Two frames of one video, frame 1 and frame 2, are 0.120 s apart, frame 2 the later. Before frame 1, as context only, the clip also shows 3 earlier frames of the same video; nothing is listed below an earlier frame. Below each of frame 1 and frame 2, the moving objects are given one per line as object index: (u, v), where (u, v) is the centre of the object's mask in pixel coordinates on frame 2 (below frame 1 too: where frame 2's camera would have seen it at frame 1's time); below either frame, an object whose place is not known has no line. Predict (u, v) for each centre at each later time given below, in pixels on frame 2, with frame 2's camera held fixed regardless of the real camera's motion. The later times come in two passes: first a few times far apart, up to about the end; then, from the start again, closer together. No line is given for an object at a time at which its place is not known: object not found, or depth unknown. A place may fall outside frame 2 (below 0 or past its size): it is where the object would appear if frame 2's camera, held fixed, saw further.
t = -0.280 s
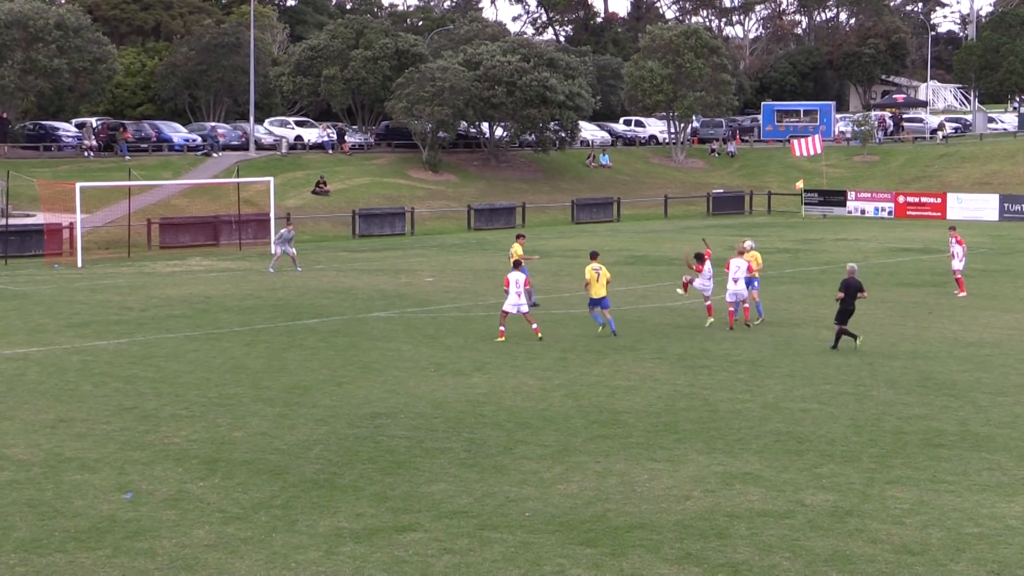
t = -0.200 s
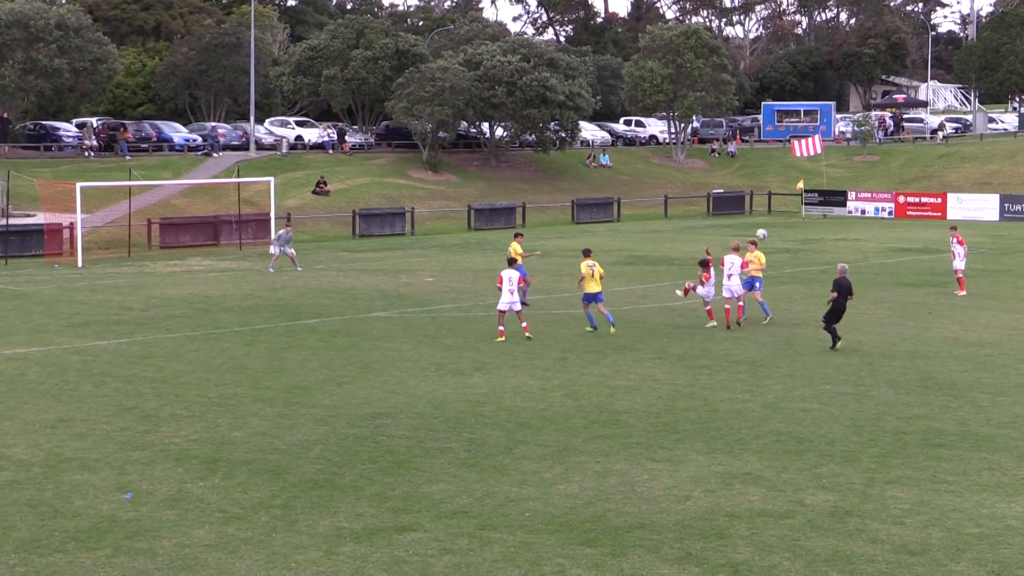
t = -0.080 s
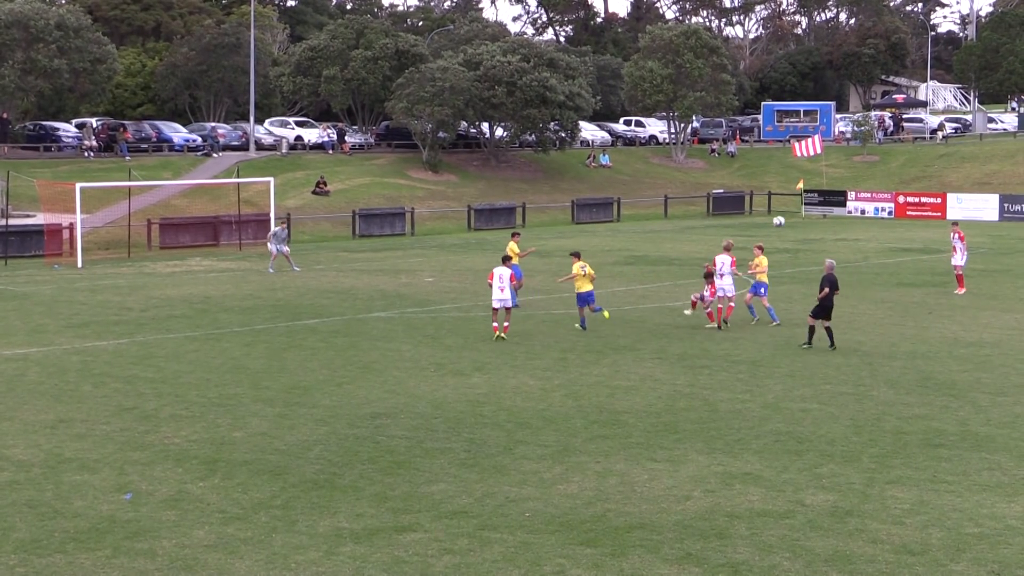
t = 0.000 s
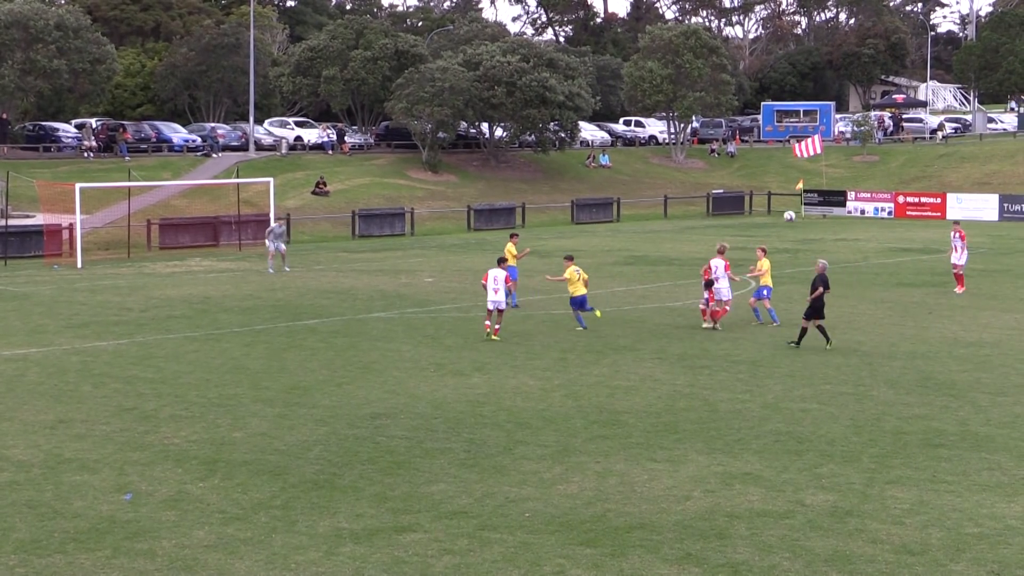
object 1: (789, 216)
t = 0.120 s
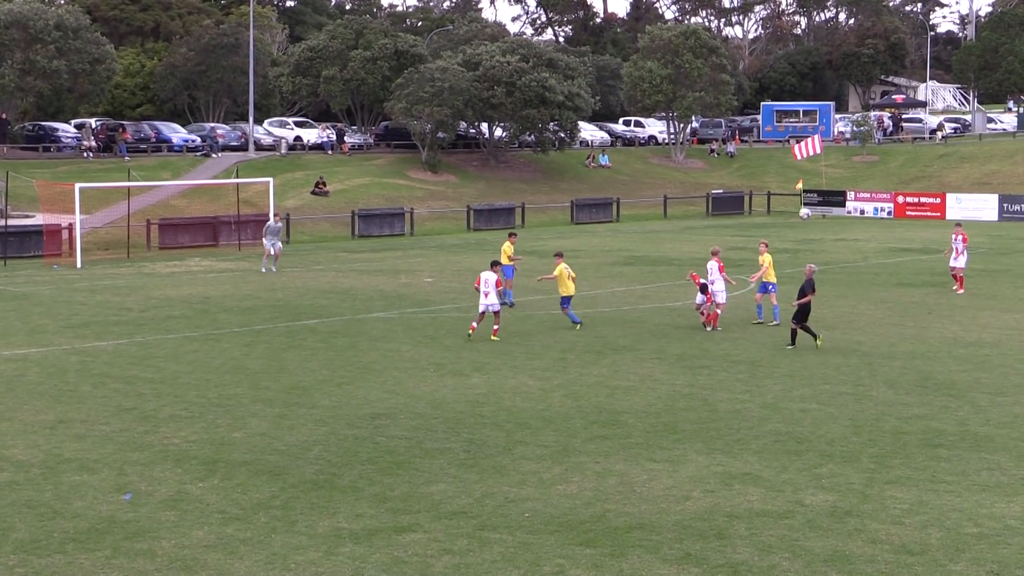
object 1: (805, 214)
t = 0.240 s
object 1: (819, 218)
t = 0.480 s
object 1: (851, 246)
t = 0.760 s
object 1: (880, 323)
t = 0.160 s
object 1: (810, 214)
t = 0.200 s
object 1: (815, 215)
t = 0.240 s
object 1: (819, 218)
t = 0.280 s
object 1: (824, 219)
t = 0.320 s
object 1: (831, 222)
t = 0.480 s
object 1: (851, 246)
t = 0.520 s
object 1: (856, 255)
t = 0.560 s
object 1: (860, 264)
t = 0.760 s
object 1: (880, 323)
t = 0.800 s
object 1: (883, 337)
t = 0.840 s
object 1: (887, 353)
